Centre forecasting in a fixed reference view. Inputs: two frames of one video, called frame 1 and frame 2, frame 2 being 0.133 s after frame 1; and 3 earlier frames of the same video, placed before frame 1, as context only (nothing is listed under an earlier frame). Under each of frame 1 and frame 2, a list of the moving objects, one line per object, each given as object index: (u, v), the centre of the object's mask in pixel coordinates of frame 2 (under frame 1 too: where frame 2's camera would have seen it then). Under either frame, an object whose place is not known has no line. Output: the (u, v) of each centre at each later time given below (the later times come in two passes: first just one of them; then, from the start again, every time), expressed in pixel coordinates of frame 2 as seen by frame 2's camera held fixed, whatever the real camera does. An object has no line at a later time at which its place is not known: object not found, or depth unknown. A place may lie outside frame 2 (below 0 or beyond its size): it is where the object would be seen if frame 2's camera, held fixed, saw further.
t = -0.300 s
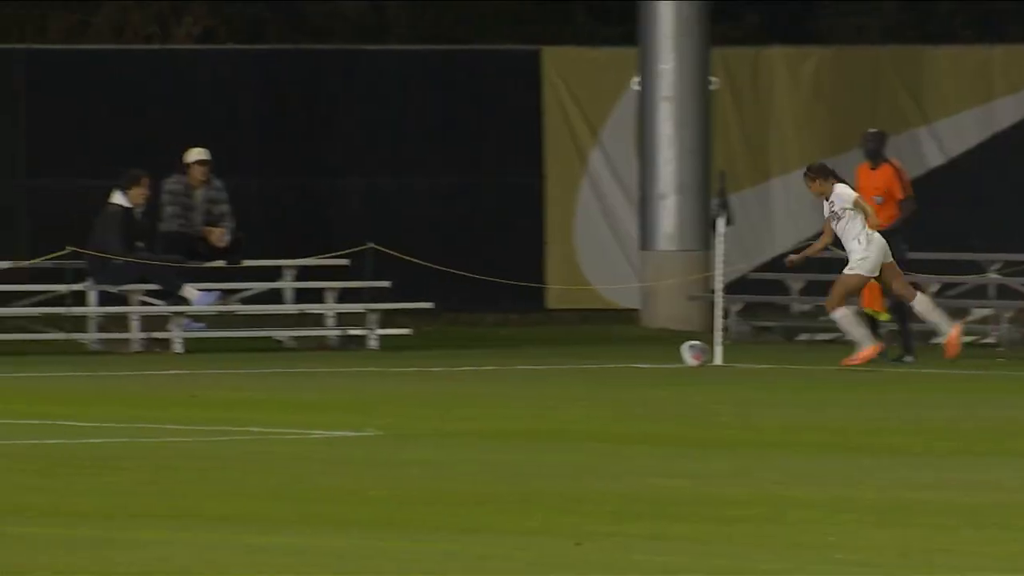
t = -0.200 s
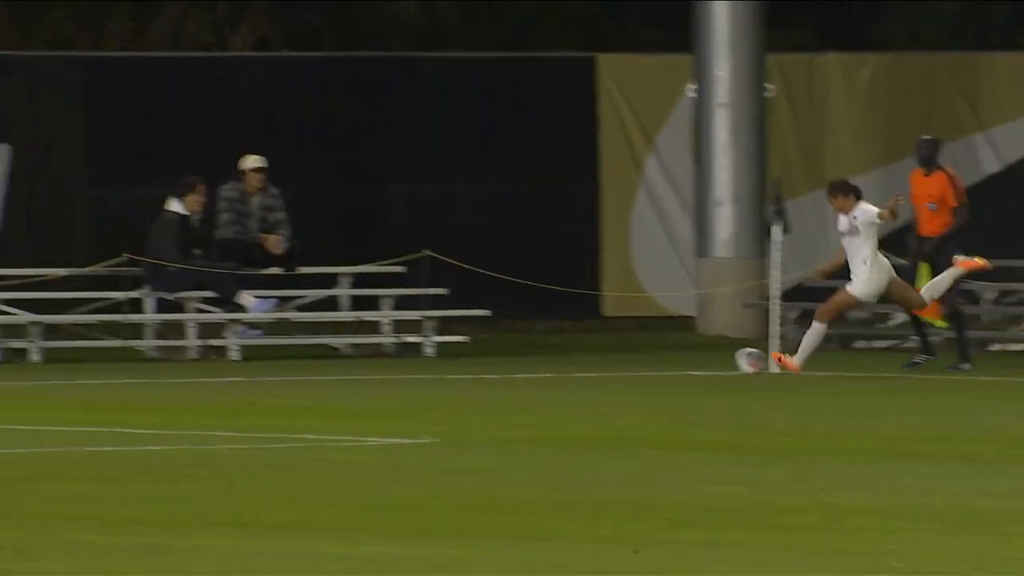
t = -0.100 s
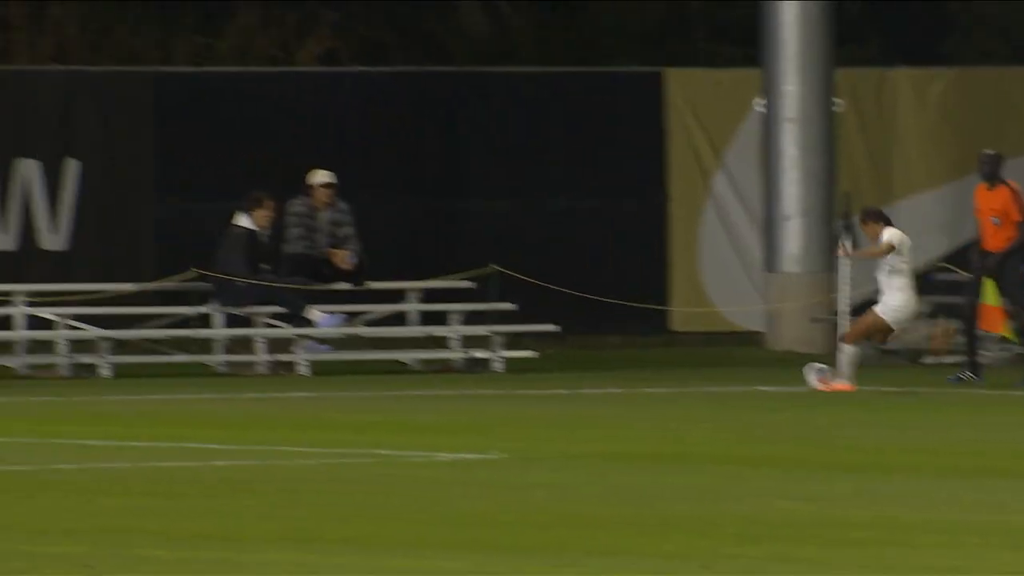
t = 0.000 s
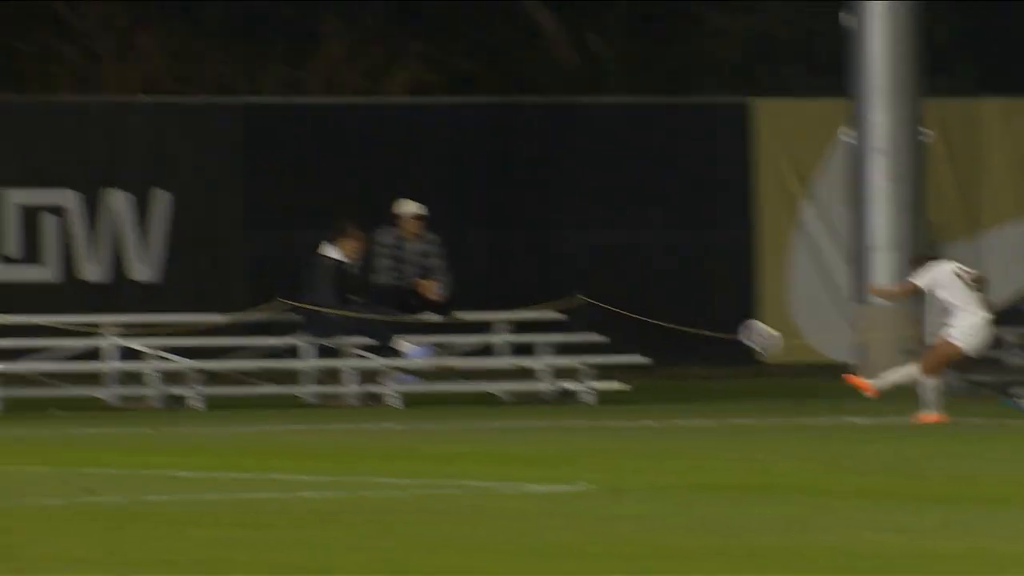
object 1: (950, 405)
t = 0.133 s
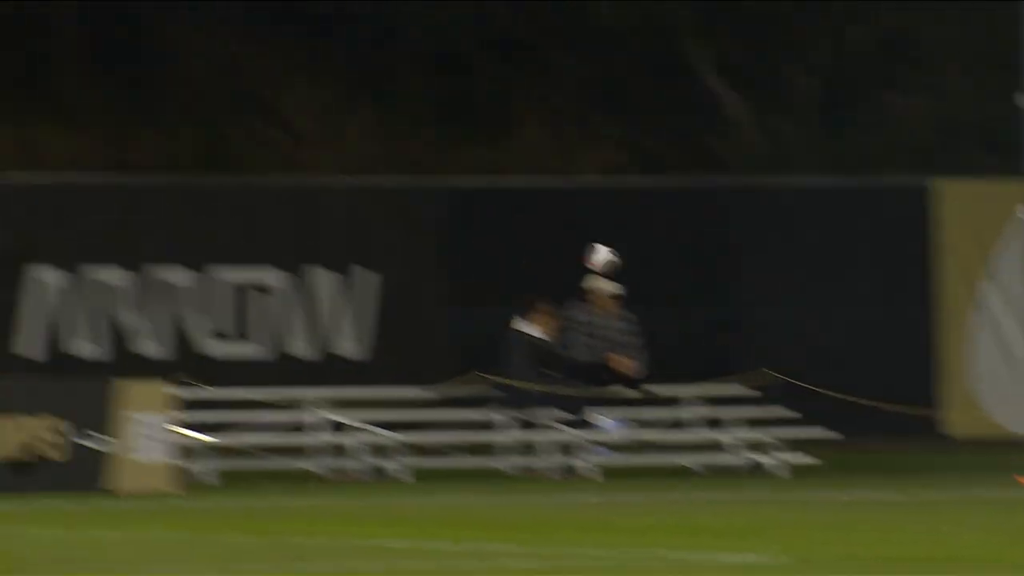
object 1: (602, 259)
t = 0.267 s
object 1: (269, 126)
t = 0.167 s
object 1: (517, 224)
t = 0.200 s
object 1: (435, 191)
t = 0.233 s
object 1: (351, 158)
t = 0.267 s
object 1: (269, 126)
